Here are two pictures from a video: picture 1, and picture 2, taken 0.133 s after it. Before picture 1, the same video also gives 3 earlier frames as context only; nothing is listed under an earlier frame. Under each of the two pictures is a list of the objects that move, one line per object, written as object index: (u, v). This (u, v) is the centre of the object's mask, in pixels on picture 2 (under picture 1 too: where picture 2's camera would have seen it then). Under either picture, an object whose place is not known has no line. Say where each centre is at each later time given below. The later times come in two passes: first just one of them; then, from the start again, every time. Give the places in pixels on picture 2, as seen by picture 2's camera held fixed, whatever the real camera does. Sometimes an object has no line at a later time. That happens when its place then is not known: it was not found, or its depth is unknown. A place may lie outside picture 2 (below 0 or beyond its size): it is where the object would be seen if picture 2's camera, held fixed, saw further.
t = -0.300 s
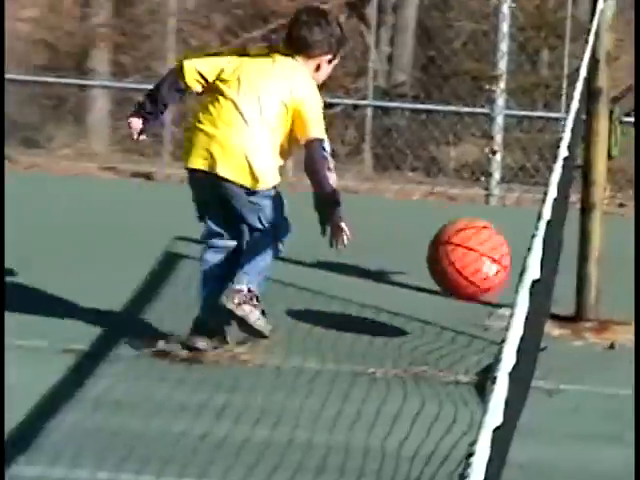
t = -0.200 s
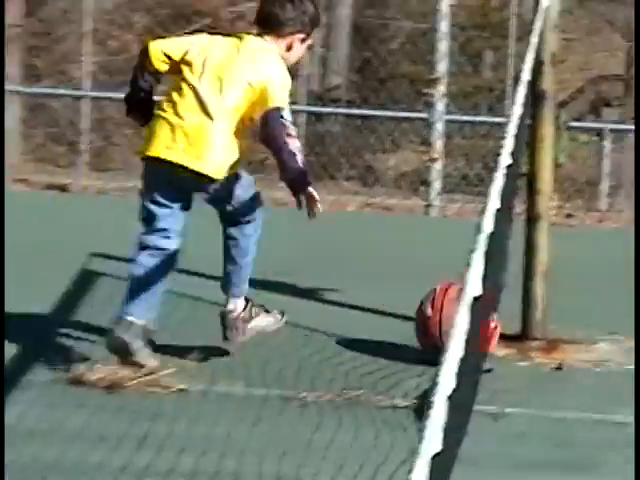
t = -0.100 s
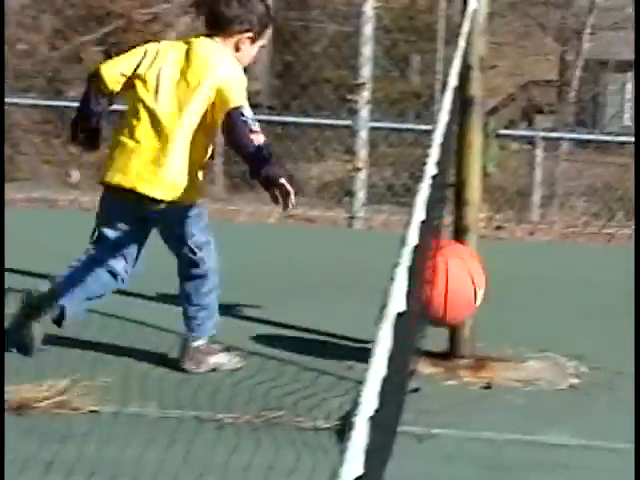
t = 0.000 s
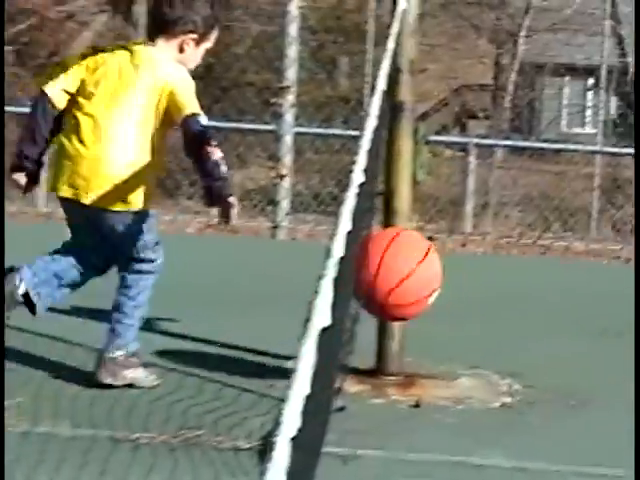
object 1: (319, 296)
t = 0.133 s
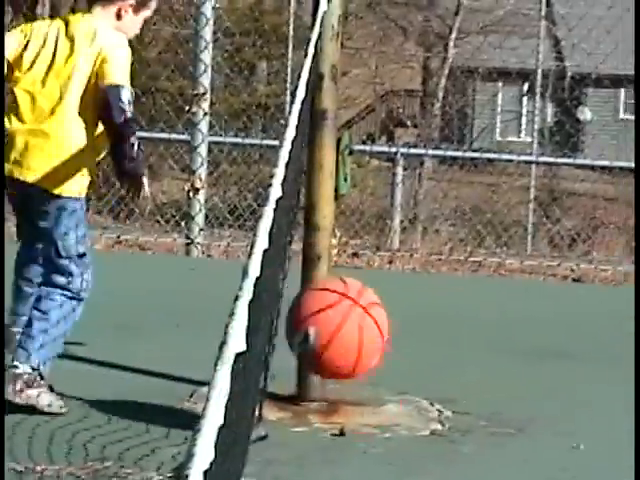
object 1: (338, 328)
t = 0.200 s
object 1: (348, 374)
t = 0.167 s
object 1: (343, 350)
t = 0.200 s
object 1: (348, 374)
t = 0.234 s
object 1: (352, 403)
